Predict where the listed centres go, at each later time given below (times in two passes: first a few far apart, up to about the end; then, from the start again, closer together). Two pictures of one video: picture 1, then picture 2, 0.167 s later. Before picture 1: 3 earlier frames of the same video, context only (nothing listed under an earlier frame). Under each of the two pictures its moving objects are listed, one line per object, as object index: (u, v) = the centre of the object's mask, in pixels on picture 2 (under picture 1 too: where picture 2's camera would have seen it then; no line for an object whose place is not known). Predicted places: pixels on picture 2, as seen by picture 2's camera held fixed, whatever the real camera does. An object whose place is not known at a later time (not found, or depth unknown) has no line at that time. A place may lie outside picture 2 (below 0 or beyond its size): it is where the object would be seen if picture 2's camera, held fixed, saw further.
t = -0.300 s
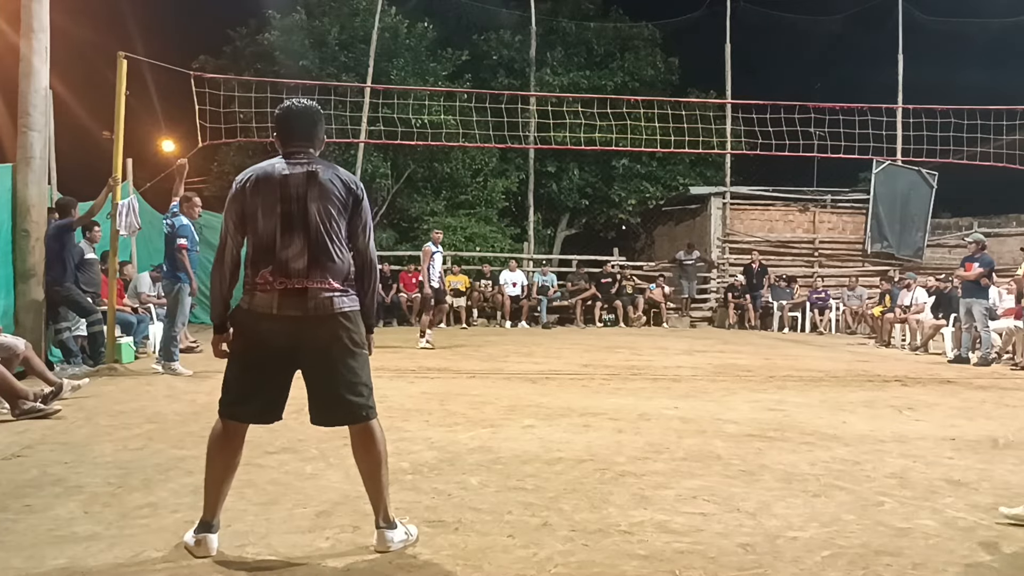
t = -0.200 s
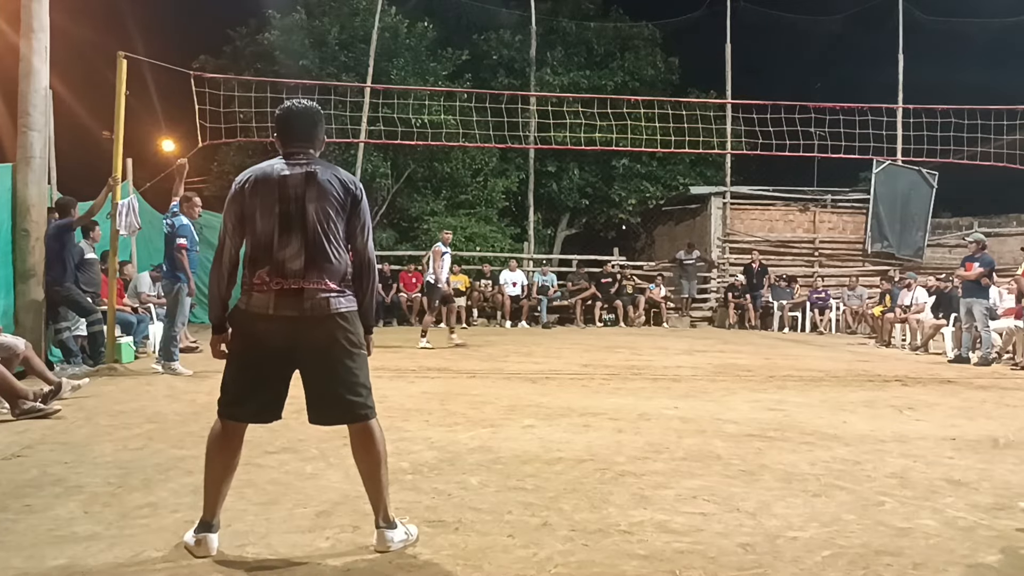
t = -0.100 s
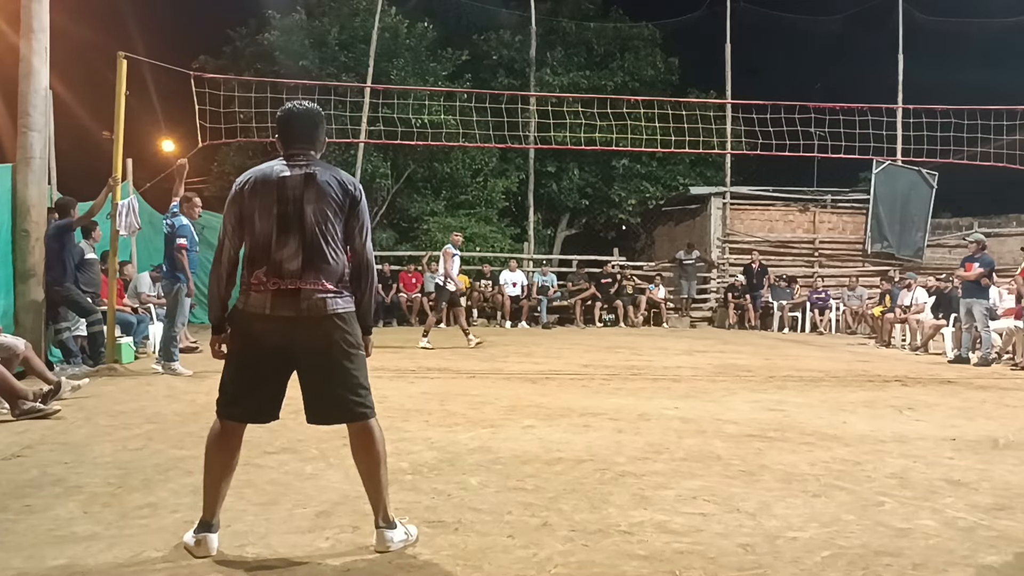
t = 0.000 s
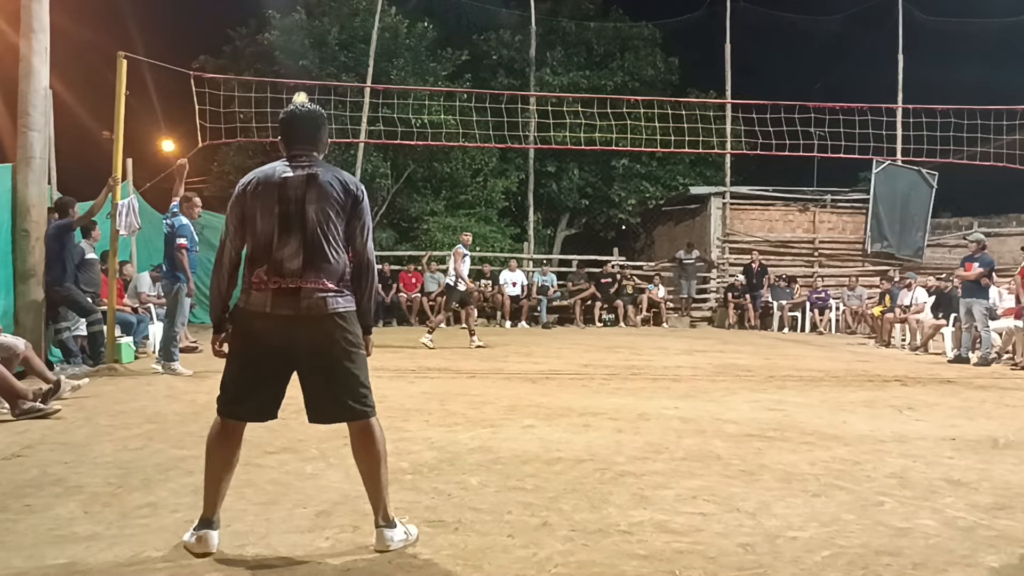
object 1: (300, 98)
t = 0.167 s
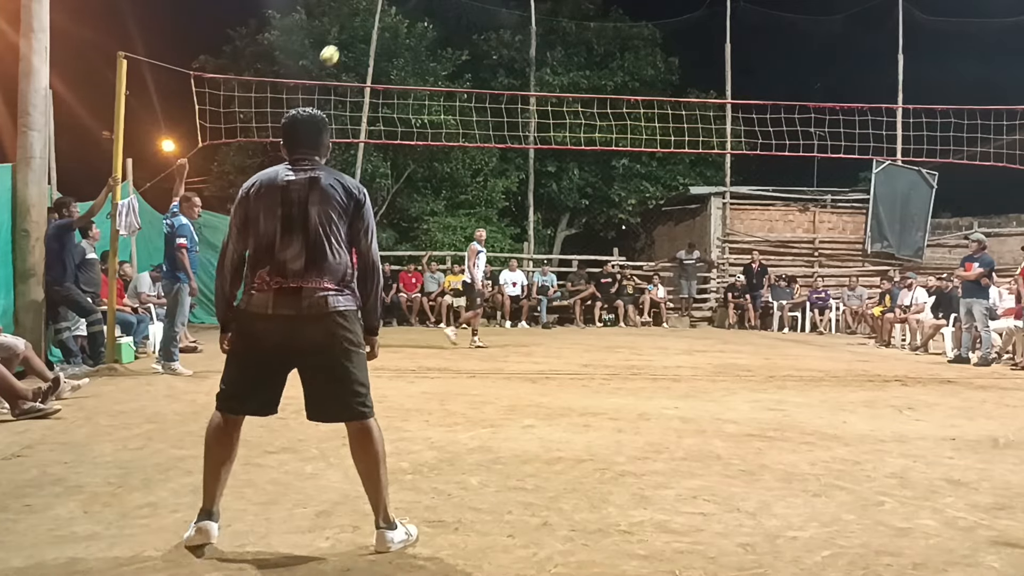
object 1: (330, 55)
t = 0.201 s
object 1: (336, 48)
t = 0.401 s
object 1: (387, 16)
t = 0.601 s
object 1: (460, 16)
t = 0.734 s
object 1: (527, 46)
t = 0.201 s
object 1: (336, 48)
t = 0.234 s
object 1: (344, 41)
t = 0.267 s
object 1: (351, 34)
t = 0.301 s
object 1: (360, 28)
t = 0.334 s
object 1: (368, 23)
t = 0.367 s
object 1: (378, 19)
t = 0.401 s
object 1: (387, 16)
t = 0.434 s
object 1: (397, 13)
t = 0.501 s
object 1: (420, 11)
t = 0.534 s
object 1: (433, 12)
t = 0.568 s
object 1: (445, 13)
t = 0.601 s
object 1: (460, 16)
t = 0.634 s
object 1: (475, 21)
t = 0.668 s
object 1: (491, 27)
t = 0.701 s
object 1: (508, 35)
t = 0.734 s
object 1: (527, 46)
